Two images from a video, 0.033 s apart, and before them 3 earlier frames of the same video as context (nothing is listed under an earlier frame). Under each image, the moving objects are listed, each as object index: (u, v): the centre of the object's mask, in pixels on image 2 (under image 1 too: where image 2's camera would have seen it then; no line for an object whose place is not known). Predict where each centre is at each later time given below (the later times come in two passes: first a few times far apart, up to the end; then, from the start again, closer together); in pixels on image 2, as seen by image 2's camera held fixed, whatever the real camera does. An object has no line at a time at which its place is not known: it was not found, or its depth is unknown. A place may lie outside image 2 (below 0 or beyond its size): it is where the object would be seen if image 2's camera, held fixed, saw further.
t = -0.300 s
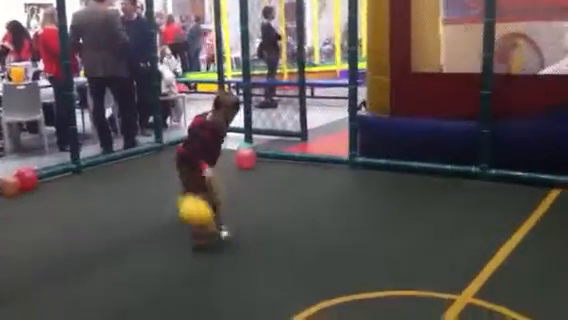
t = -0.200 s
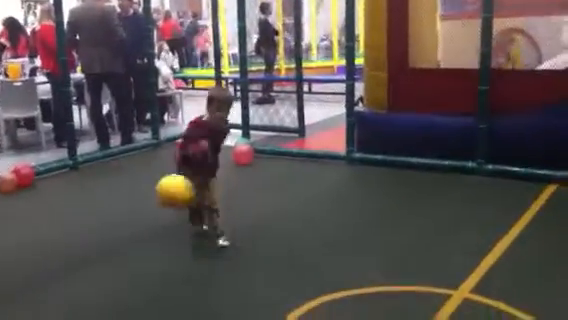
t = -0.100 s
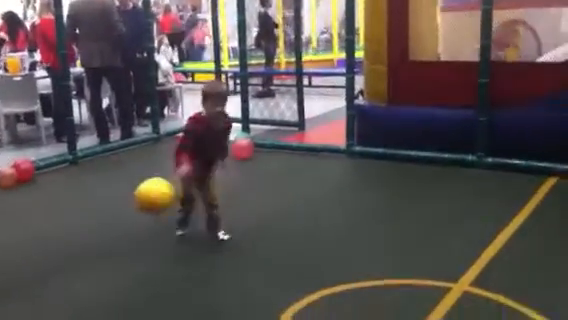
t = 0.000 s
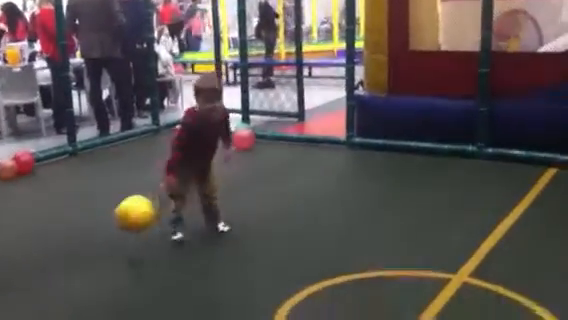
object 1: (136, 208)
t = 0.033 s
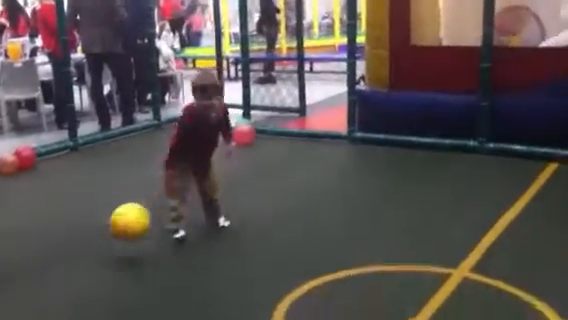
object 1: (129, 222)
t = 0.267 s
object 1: (83, 225)
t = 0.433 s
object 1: (53, 250)
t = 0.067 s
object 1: (123, 237)
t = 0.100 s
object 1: (117, 249)
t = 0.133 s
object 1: (111, 243)
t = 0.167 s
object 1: (104, 235)
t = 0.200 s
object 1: (96, 230)
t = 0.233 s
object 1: (90, 227)
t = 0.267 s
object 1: (83, 225)
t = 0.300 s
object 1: (77, 227)
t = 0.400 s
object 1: (59, 241)
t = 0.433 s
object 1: (53, 250)
